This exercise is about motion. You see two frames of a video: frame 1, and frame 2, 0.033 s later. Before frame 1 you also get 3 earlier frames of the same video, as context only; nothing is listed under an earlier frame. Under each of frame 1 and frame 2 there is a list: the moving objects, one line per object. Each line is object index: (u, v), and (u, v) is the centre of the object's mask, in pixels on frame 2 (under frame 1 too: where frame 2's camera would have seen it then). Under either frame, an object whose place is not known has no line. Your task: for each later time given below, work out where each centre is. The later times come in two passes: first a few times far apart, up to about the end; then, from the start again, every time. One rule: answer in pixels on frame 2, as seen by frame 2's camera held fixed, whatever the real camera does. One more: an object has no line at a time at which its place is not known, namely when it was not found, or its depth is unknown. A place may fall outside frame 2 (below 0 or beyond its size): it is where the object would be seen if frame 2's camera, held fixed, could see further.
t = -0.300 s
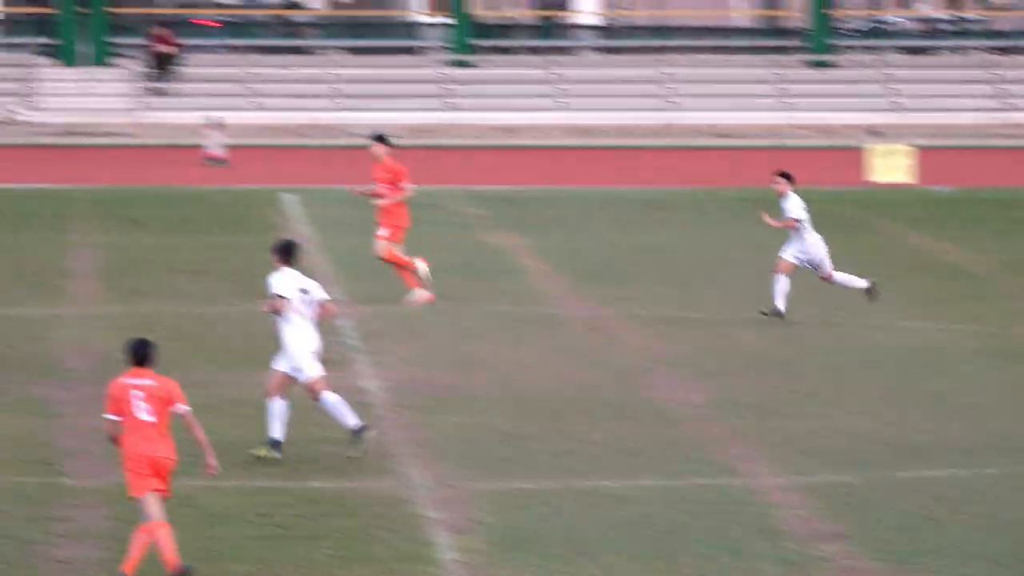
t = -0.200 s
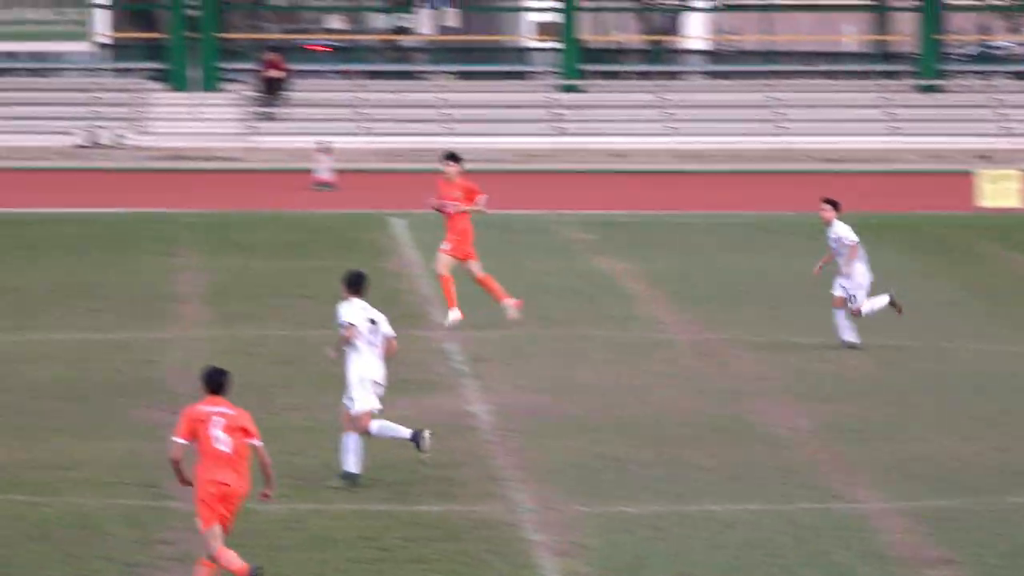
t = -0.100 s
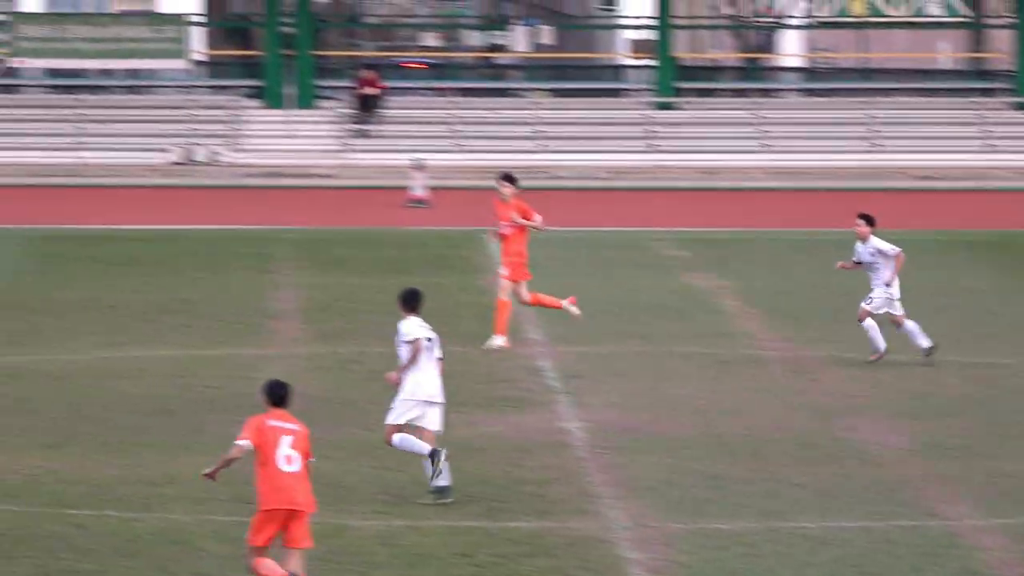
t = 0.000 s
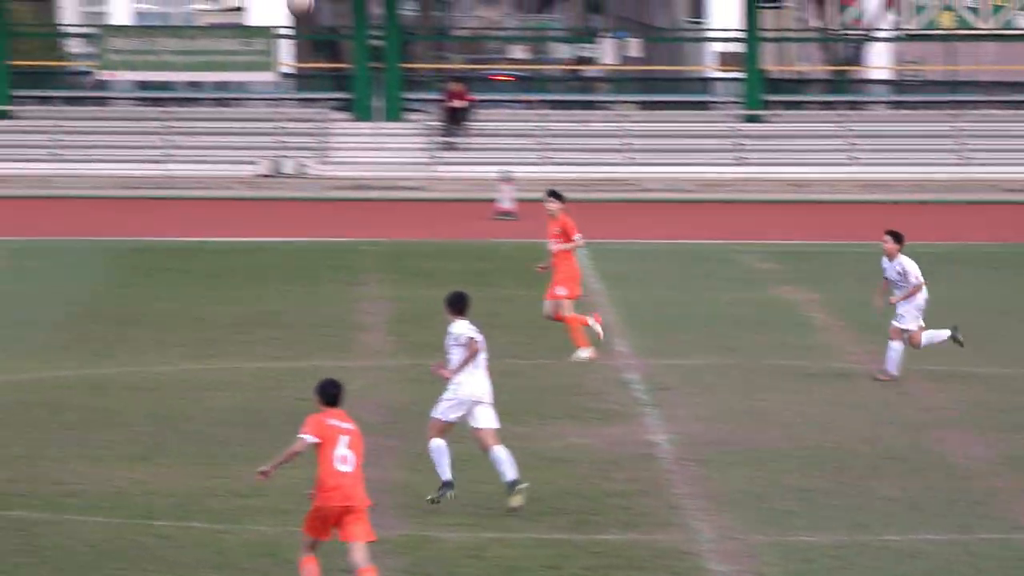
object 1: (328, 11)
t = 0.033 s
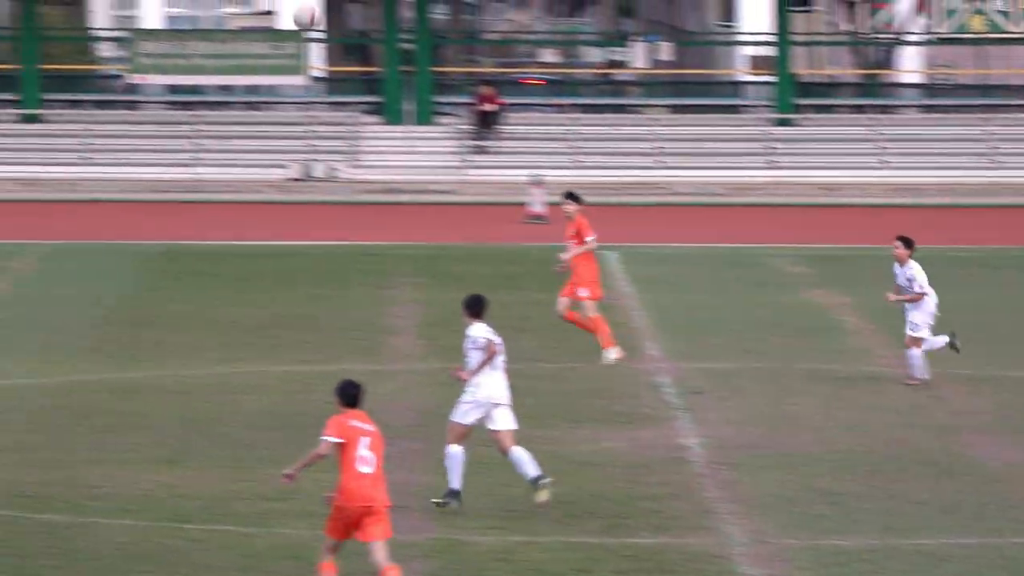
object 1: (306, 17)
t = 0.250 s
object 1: (169, 124)
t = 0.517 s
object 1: (22, 303)
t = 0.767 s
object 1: (-77, 369)
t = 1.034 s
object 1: (-141, 257)
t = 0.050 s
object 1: (294, 26)
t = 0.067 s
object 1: (285, 34)
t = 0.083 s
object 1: (273, 39)
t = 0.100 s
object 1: (262, 45)
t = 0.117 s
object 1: (252, 53)
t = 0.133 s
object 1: (241, 60)
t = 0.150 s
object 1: (228, 69)
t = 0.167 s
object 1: (217, 77)
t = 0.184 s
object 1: (208, 88)
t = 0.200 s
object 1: (197, 96)
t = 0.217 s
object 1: (188, 103)
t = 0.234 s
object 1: (180, 114)
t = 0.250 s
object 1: (169, 124)
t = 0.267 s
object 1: (162, 134)
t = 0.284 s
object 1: (152, 143)
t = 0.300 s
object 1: (143, 153)
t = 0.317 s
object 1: (134, 163)
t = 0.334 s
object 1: (124, 175)
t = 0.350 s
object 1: (116, 188)
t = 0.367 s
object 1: (106, 197)
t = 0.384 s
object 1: (95, 207)
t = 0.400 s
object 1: (85, 219)
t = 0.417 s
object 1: (75, 230)
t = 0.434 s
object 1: (67, 242)
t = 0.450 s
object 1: (58, 254)
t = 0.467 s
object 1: (48, 267)
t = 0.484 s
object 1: (40, 278)
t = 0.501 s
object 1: (32, 290)
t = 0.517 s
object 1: (22, 303)
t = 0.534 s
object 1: (14, 316)
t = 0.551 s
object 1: (5, 329)
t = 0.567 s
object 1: (-3, 342)
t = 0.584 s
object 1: (-10, 354)
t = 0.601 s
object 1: (-18, 368)
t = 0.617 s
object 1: (-27, 382)
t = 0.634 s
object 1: (-34, 395)
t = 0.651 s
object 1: (-42, 409)
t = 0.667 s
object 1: (-50, 424)
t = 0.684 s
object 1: (-55, 423)
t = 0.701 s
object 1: (-60, 410)
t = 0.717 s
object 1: (-65, 399)
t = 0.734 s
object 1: (-69, 389)
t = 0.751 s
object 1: (-73, 379)
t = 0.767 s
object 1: (-77, 369)
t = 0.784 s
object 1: (-81, 360)
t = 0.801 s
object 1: (-86, 351)
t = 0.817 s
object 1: (-90, 342)
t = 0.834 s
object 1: (-93, 334)
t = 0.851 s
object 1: (-98, 326)
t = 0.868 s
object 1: (-102, 318)
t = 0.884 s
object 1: (-106, 310)
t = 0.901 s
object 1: (-110, 303)
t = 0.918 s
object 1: (-114, 296)
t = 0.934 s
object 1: (-118, 290)
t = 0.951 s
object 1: (-122, 284)
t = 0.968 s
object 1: (-126, 279)
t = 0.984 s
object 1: (-129, 272)
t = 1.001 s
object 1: (-133, 266)
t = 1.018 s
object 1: (-137, 262)
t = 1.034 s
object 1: (-141, 257)
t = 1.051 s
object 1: (-145, 253)
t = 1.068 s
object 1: (-148, 249)
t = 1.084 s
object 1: (-153, 245)
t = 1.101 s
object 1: (-156, 242)
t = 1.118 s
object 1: (-159, 239)
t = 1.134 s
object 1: (-164, 237)
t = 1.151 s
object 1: (-167, 235)
